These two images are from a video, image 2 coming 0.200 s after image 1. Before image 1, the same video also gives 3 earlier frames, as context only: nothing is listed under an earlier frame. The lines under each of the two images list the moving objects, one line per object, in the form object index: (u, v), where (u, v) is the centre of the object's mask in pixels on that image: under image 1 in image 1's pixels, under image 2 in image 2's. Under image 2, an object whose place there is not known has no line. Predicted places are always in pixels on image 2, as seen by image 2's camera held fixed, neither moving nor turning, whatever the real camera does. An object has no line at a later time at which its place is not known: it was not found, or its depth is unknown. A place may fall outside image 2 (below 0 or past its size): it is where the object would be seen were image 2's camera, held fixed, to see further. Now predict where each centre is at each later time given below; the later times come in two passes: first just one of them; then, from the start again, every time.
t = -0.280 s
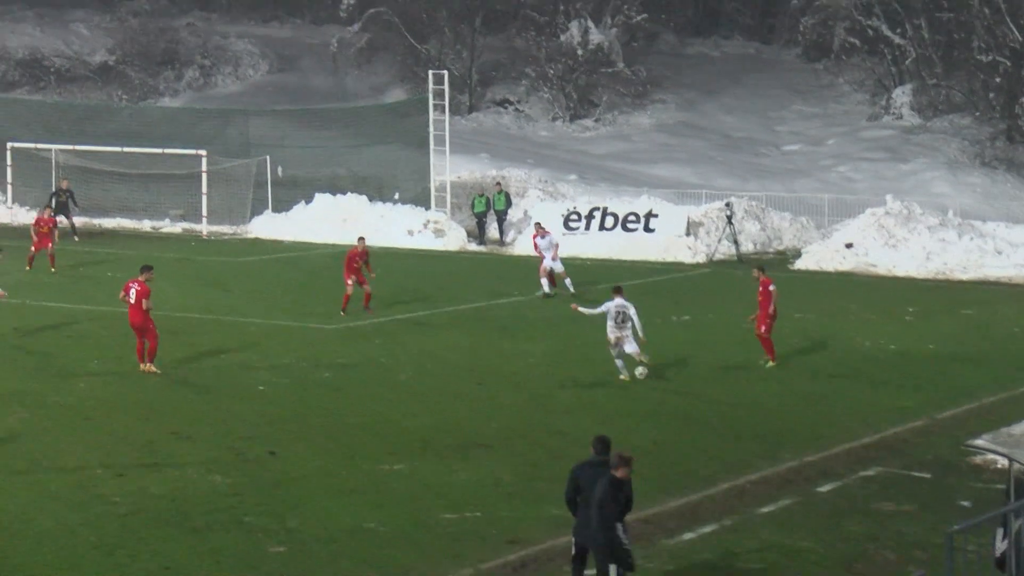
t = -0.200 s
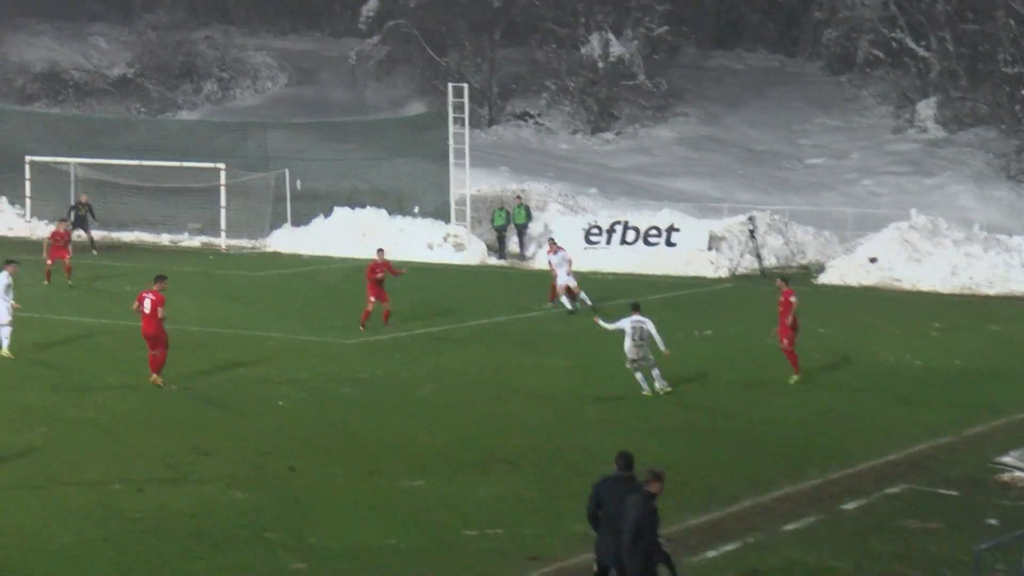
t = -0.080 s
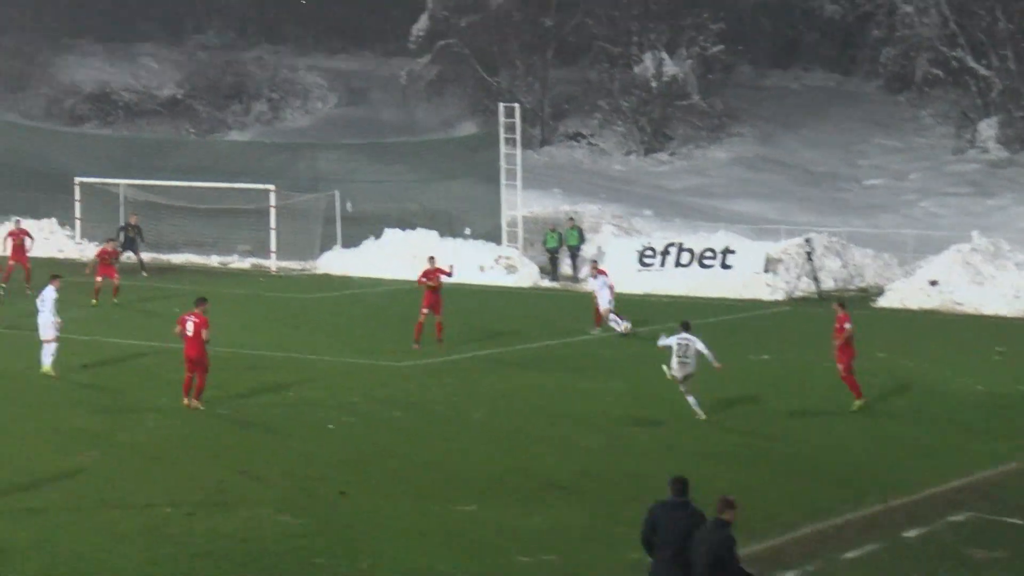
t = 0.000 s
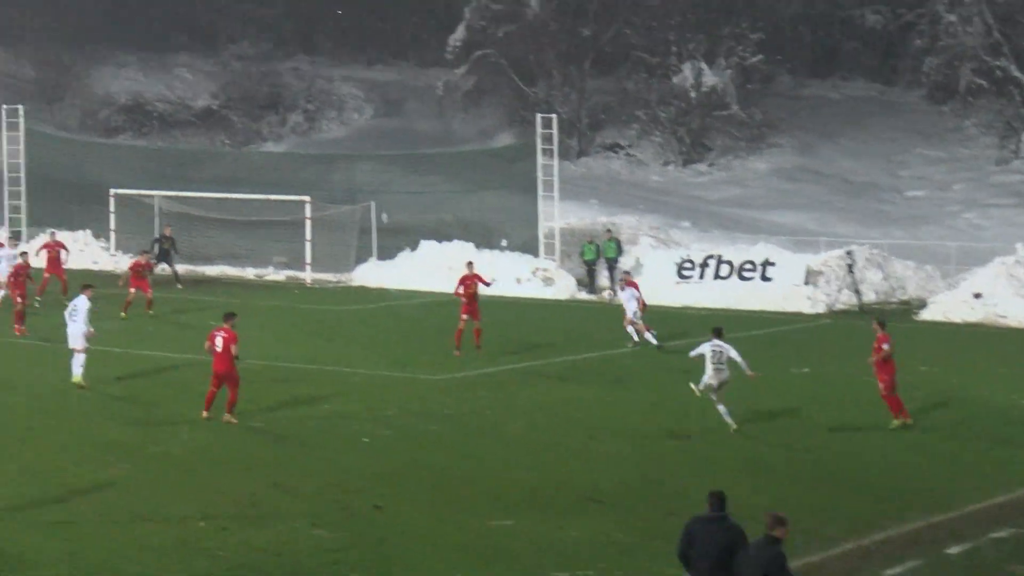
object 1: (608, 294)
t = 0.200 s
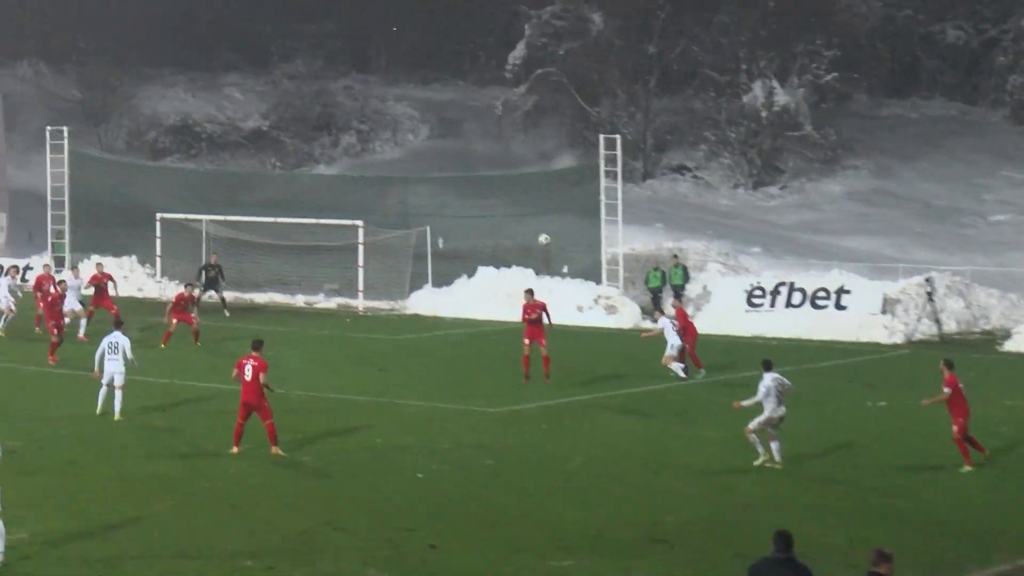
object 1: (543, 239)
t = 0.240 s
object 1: (520, 227)
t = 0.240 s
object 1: (520, 227)
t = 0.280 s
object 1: (496, 215)
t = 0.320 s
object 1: (473, 205)
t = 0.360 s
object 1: (452, 198)
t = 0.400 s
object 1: (429, 191)
